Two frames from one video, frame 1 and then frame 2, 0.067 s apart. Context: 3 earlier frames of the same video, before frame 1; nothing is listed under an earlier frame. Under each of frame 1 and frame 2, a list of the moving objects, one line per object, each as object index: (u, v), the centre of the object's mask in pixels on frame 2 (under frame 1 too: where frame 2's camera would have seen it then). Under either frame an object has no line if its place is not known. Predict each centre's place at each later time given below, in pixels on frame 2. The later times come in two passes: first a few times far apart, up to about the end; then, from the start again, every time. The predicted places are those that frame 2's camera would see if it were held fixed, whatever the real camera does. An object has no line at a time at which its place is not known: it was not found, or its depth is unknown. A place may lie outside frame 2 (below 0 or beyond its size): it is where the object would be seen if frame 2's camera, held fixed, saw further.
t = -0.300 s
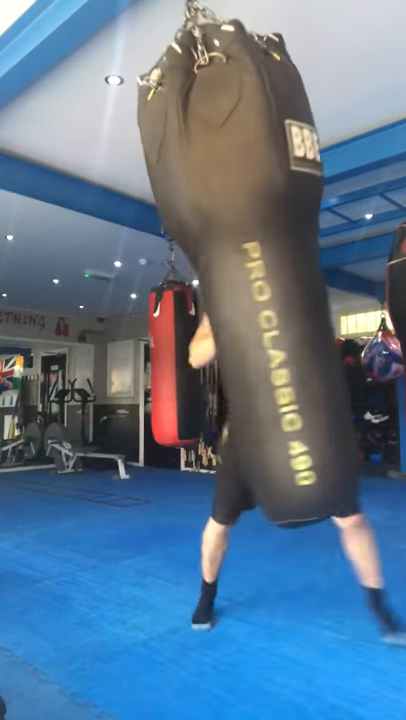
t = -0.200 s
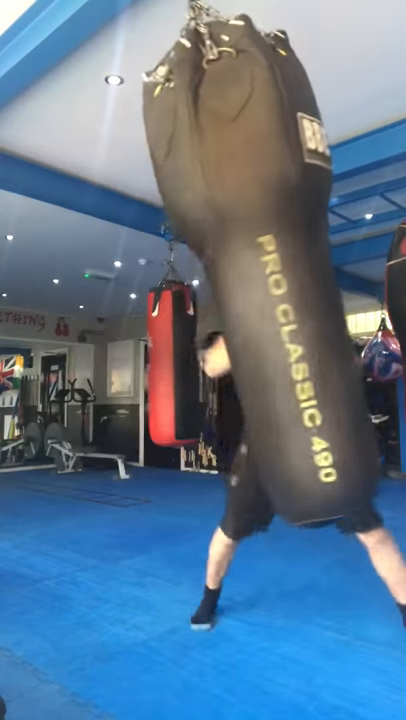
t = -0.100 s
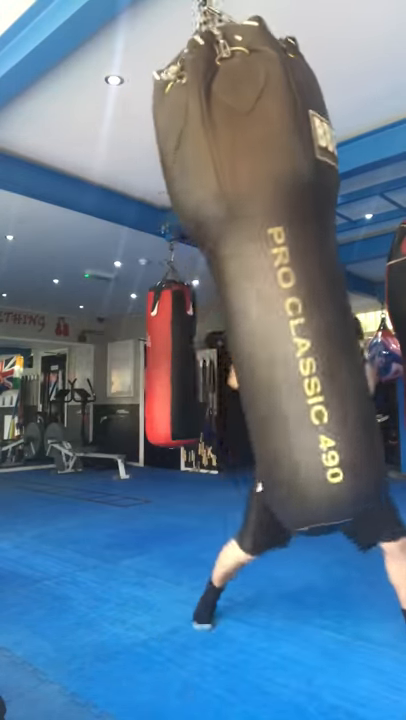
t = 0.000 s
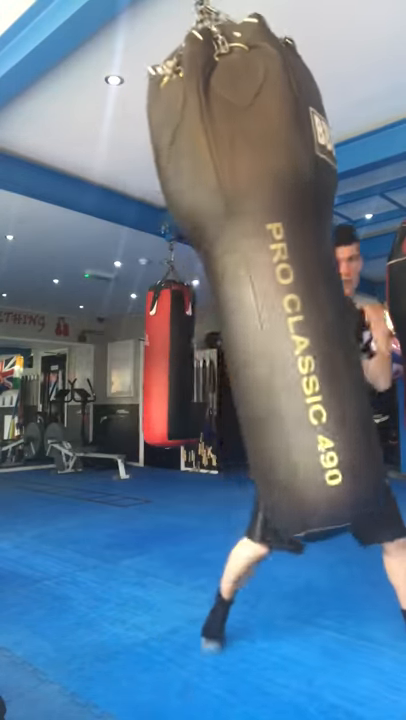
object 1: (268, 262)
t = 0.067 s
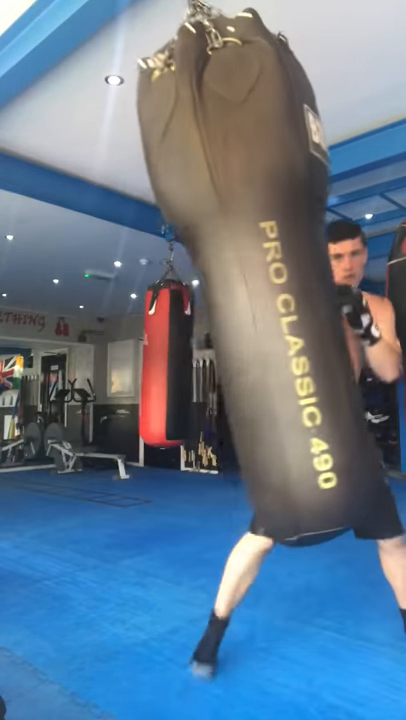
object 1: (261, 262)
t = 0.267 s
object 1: (224, 277)
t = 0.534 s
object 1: (141, 274)
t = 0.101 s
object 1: (256, 263)
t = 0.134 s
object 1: (249, 262)
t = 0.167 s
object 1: (244, 264)
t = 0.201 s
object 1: (238, 270)
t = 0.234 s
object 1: (231, 273)
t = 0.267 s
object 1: (224, 277)
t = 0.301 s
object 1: (214, 277)
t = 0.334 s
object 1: (204, 278)
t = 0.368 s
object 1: (194, 277)
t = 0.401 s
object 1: (184, 278)
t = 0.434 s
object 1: (173, 274)
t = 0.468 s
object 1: (162, 275)
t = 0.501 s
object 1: (151, 274)
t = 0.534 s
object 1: (141, 274)
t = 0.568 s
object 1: (132, 276)
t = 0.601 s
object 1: (125, 274)
